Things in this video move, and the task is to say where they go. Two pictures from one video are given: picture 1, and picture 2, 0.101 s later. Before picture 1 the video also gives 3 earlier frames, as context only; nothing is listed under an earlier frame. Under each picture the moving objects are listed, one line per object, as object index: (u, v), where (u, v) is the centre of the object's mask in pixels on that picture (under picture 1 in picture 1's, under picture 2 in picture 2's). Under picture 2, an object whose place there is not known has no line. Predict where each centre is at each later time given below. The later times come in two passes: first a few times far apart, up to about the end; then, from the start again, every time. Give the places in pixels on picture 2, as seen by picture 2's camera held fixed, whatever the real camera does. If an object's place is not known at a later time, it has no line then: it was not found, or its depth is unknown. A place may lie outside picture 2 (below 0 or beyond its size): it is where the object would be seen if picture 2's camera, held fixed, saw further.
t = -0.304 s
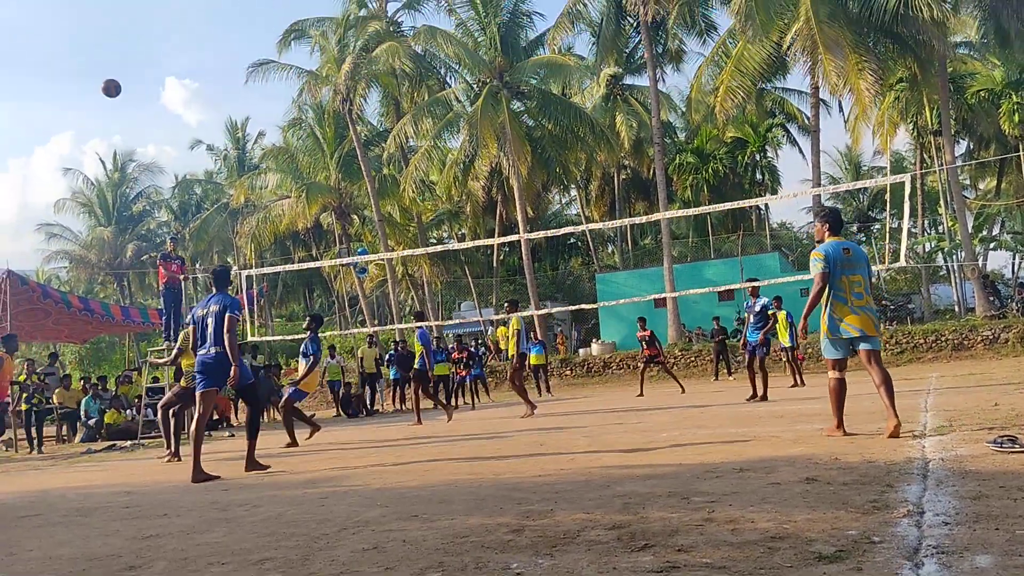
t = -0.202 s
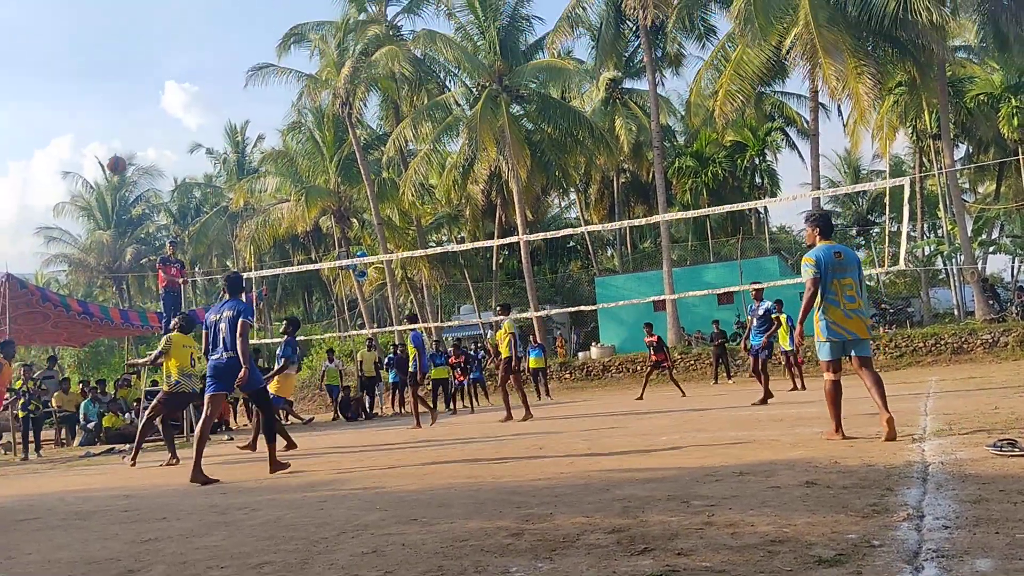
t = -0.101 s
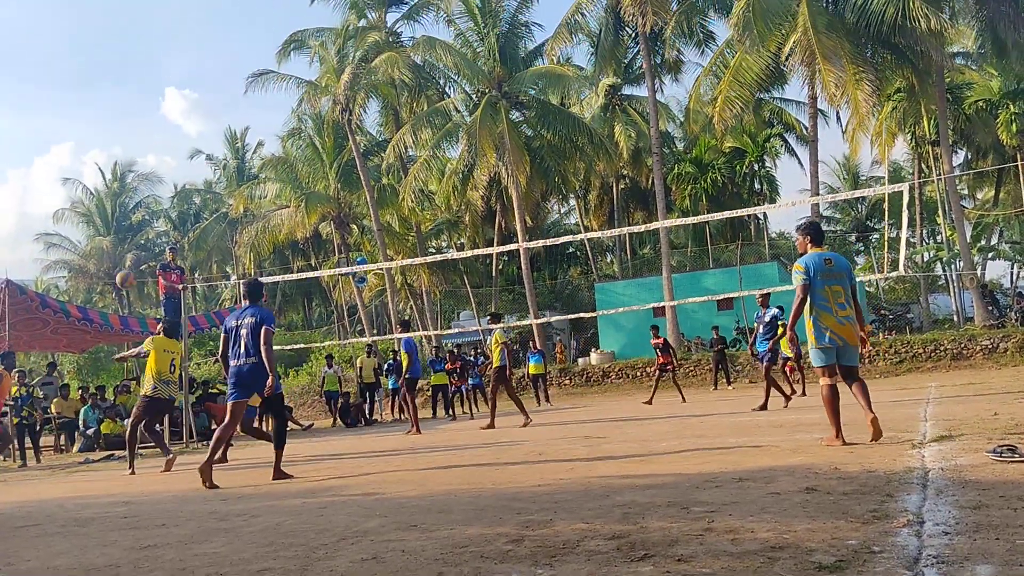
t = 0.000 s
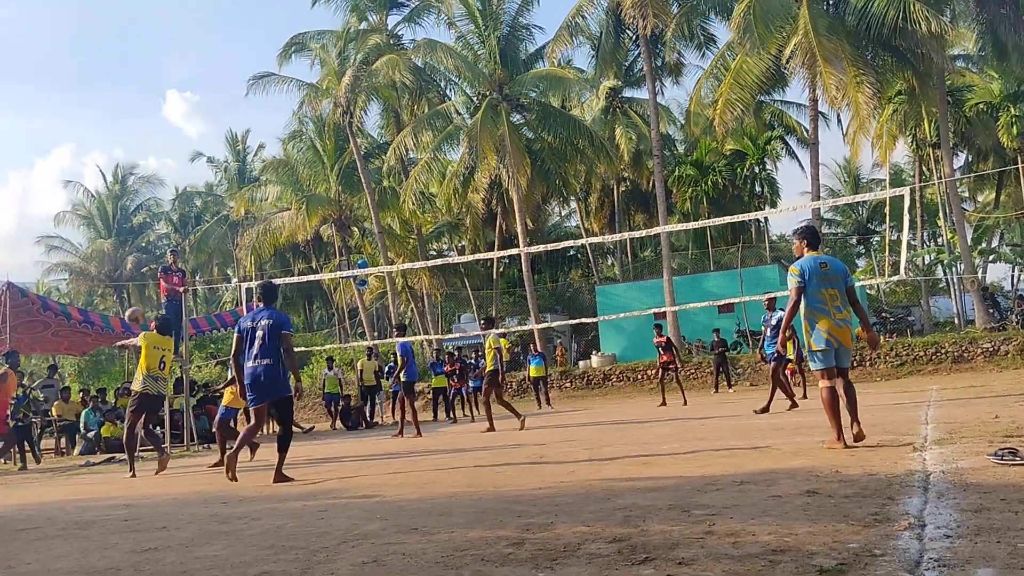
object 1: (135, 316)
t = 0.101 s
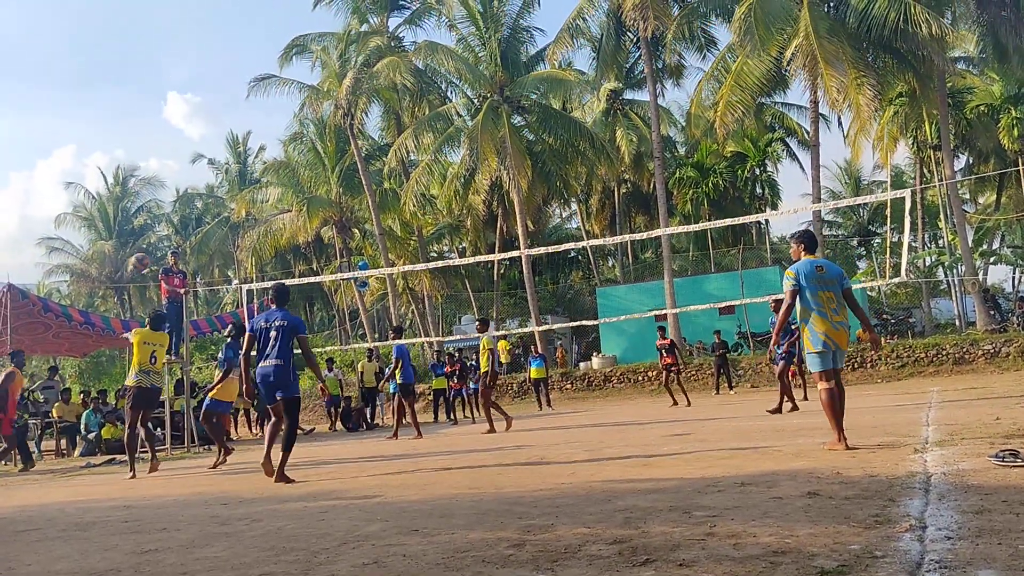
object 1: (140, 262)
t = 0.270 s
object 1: (149, 192)
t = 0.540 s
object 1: (163, 133)
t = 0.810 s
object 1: (179, 129)
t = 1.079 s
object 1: (195, 174)
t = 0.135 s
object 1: (142, 246)
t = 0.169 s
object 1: (143, 230)
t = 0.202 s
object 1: (144, 217)
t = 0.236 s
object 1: (145, 204)
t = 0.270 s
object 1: (149, 192)
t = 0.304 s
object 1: (150, 180)
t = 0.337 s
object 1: (152, 171)
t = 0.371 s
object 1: (154, 162)
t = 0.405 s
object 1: (155, 154)
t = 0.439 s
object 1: (157, 148)
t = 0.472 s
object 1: (159, 142)
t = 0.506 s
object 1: (161, 137)
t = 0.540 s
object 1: (163, 133)
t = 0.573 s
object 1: (165, 129)
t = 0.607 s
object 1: (167, 127)
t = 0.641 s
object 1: (168, 125)
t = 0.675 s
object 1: (170, 125)
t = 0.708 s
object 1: (172, 125)
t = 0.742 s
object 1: (175, 126)
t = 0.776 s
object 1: (177, 127)
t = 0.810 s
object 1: (179, 129)
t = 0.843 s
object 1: (181, 132)
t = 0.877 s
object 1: (183, 136)
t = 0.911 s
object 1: (185, 141)
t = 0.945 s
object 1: (187, 146)
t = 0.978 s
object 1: (189, 152)
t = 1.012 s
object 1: (191, 159)
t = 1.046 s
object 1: (193, 167)
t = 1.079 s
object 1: (195, 174)
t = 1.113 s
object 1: (197, 183)
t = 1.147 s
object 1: (198, 192)
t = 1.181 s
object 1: (200, 202)
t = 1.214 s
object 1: (203, 213)
